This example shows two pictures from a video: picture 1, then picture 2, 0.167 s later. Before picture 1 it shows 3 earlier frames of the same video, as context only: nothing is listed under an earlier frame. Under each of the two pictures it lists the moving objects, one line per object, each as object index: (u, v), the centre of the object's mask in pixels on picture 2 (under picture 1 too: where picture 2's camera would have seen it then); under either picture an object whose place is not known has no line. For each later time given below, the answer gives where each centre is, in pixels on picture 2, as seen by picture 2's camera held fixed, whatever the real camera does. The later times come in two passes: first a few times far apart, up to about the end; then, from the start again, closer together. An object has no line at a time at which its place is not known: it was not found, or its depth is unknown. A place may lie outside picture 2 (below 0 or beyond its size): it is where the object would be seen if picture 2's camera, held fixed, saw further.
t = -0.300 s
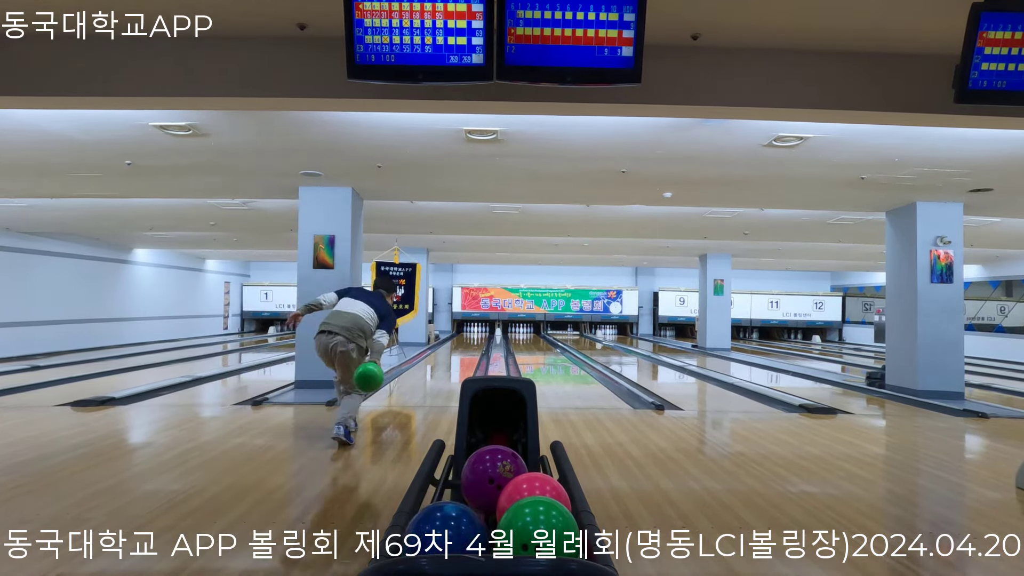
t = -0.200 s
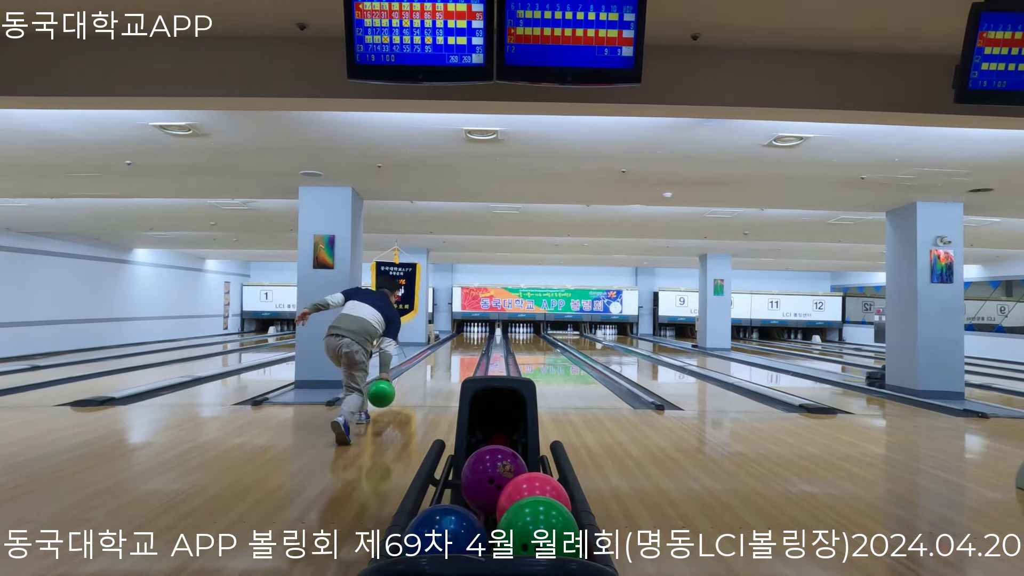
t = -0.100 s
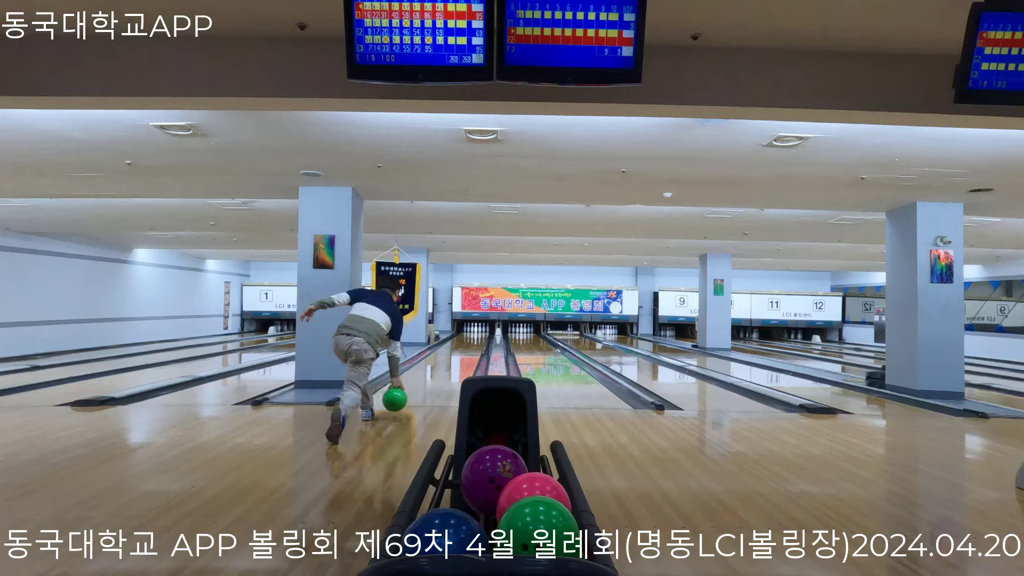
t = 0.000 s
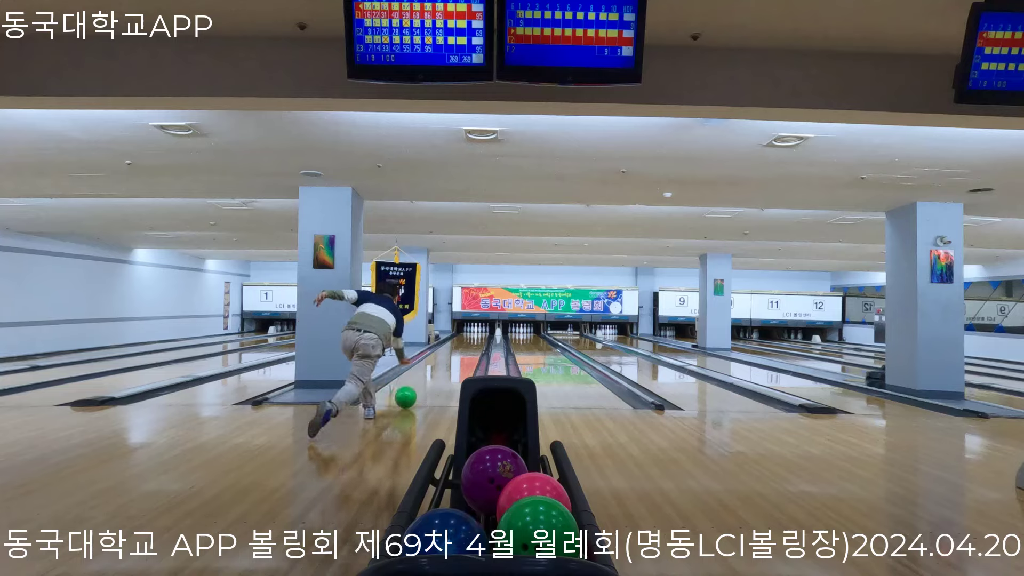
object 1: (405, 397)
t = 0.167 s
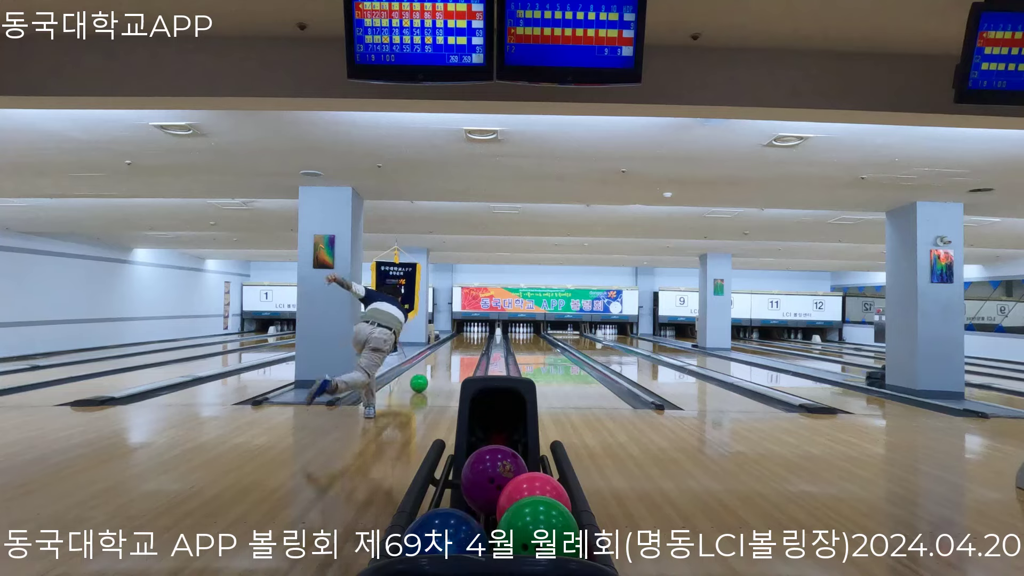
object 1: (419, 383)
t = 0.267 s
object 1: (425, 376)
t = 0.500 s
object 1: (435, 364)
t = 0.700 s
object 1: (446, 357)
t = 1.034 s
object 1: (454, 348)
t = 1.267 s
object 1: (454, 344)
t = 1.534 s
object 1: (458, 340)
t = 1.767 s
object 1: (460, 338)
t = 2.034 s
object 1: (462, 335)
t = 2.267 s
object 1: (464, 333)
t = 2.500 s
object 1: (466, 331)
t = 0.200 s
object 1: (421, 381)
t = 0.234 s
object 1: (423, 378)
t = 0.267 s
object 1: (425, 376)
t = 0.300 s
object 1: (427, 374)
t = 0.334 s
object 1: (428, 372)
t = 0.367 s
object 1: (430, 370)
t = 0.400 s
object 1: (431, 369)
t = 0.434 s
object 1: (433, 367)
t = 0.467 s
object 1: (434, 366)
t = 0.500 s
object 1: (435, 364)
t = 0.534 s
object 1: (438, 363)
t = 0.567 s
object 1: (441, 361)
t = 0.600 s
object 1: (443, 360)
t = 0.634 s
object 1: (444, 359)
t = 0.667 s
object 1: (445, 358)
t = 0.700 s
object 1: (446, 357)
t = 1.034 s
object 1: (454, 348)
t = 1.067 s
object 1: (454, 348)
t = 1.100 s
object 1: (454, 347)
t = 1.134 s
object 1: (454, 347)
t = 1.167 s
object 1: (454, 346)
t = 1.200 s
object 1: (454, 345)
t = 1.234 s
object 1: (454, 345)
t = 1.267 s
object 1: (454, 344)
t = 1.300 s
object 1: (454, 344)
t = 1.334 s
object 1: (455, 343)
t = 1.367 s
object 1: (455, 342)
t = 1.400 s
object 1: (456, 342)
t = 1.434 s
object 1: (456, 342)
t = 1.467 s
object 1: (457, 341)
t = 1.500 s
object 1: (457, 341)
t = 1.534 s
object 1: (458, 340)
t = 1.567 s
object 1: (458, 340)
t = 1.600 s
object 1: (458, 339)
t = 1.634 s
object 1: (459, 339)
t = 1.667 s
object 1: (459, 339)
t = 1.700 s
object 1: (460, 338)
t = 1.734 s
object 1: (460, 338)
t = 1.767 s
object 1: (460, 338)
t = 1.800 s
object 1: (460, 337)
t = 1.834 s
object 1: (461, 337)
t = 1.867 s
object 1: (461, 336)
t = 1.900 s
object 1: (461, 336)
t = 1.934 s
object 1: (461, 336)
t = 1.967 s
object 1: (462, 335)
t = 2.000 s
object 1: (462, 335)
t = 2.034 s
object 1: (462, 335)
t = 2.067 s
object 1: (463, 334)
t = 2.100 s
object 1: (463, 334)
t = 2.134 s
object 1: (463, 334)
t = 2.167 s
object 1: (463, 333)
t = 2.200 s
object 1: (464, 333)
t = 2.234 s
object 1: (464, 333)
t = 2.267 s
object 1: (464, 333)
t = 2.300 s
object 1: (464, 333)
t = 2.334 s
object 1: (464, 332)
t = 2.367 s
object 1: (465, 332)
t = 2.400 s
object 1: (465, 332)
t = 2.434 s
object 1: (465, 331)
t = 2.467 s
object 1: (465, 331)
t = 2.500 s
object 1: (466, 331)
